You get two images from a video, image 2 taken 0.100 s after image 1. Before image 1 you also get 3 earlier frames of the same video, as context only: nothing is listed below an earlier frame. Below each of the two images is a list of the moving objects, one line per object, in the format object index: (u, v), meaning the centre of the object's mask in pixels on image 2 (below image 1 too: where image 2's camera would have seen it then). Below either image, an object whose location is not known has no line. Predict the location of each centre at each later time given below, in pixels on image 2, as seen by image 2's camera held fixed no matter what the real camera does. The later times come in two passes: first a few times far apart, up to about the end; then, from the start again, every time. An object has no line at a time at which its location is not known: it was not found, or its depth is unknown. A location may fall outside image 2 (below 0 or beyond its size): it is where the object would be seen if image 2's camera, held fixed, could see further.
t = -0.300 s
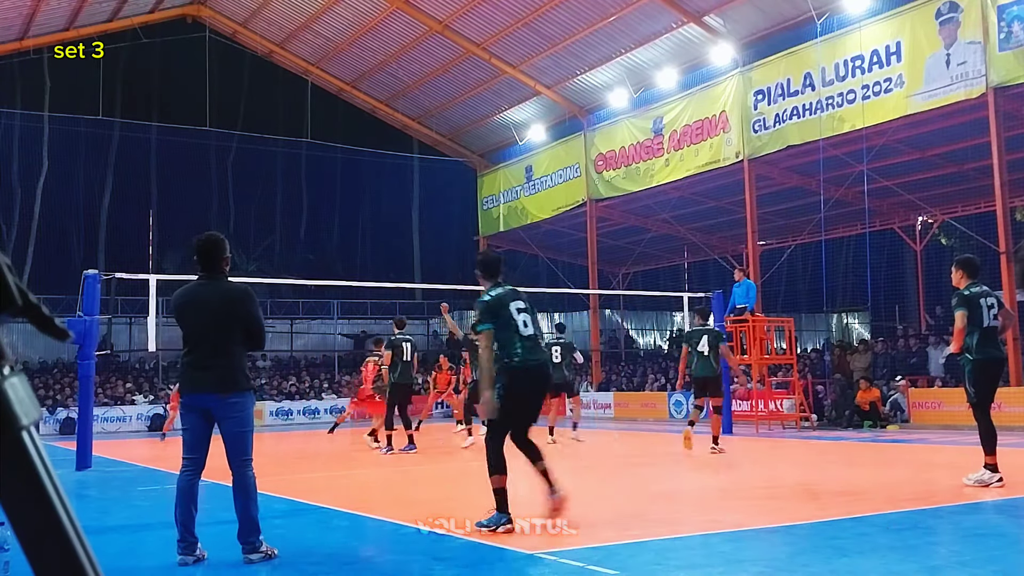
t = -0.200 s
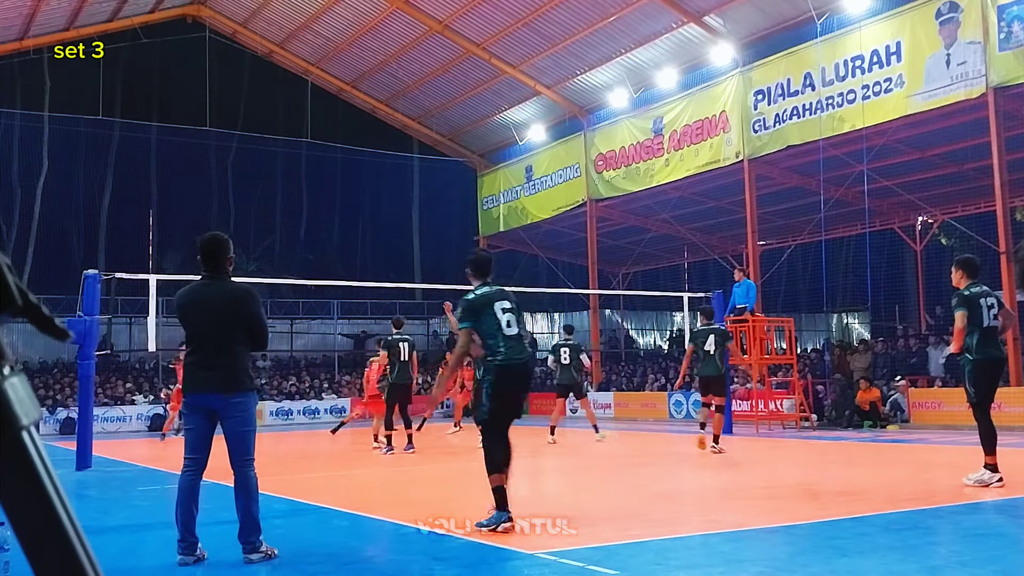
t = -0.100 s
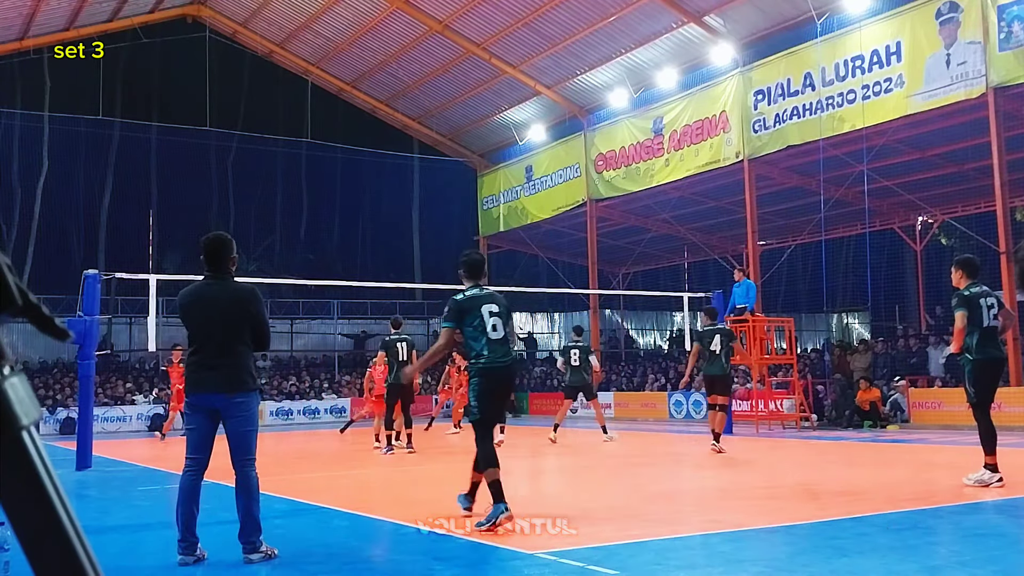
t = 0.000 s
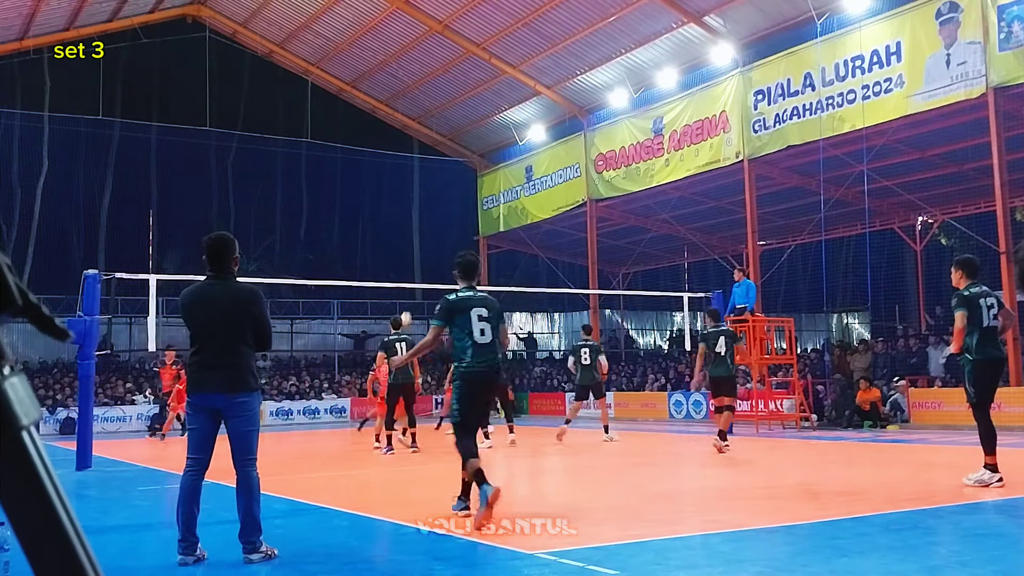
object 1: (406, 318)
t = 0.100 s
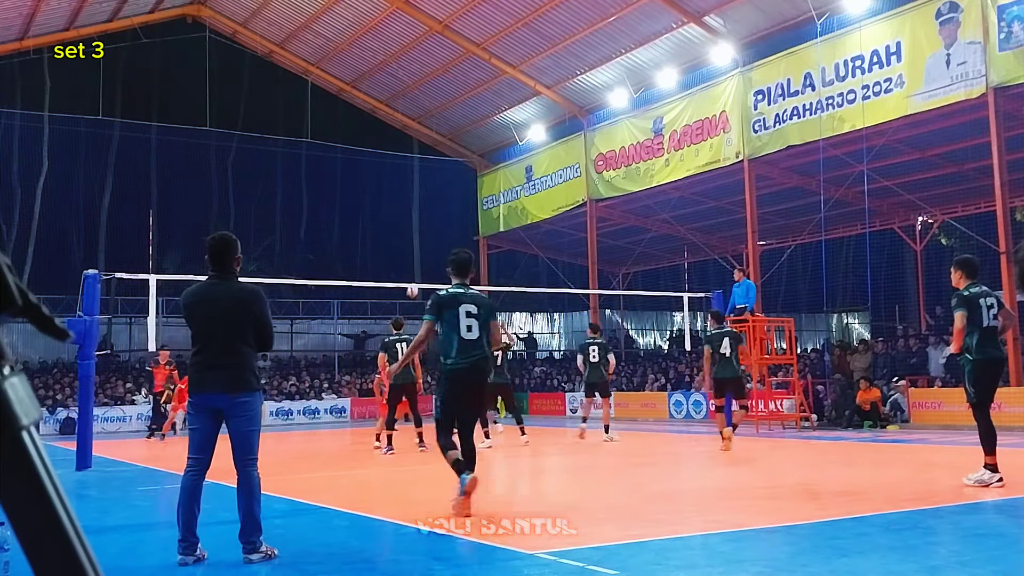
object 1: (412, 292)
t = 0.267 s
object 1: (423, 253)
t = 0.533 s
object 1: (442, 217)
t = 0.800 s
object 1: (462, 218)
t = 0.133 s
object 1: (415, 279)
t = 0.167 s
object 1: (417, 274)
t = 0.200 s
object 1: (419, 266)
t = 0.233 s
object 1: (421, 259)
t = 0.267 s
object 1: (423, 253)
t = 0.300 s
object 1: (426, 246)
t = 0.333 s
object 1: (428, 240)
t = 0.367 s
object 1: (430, 236)
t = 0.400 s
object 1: (433, 231)
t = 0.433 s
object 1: (435, 227)
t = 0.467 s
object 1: (437, 223)
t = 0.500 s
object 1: (440, 220)
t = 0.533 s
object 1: (442, 217)
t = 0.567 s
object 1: (444, 215)
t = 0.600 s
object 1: (447, 214)
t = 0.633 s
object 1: (449, 213)
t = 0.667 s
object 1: (452, 213)
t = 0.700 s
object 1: (454, 213)
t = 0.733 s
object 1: (457, 214)
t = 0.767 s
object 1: (459, 216)
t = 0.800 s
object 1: (462, 218)
